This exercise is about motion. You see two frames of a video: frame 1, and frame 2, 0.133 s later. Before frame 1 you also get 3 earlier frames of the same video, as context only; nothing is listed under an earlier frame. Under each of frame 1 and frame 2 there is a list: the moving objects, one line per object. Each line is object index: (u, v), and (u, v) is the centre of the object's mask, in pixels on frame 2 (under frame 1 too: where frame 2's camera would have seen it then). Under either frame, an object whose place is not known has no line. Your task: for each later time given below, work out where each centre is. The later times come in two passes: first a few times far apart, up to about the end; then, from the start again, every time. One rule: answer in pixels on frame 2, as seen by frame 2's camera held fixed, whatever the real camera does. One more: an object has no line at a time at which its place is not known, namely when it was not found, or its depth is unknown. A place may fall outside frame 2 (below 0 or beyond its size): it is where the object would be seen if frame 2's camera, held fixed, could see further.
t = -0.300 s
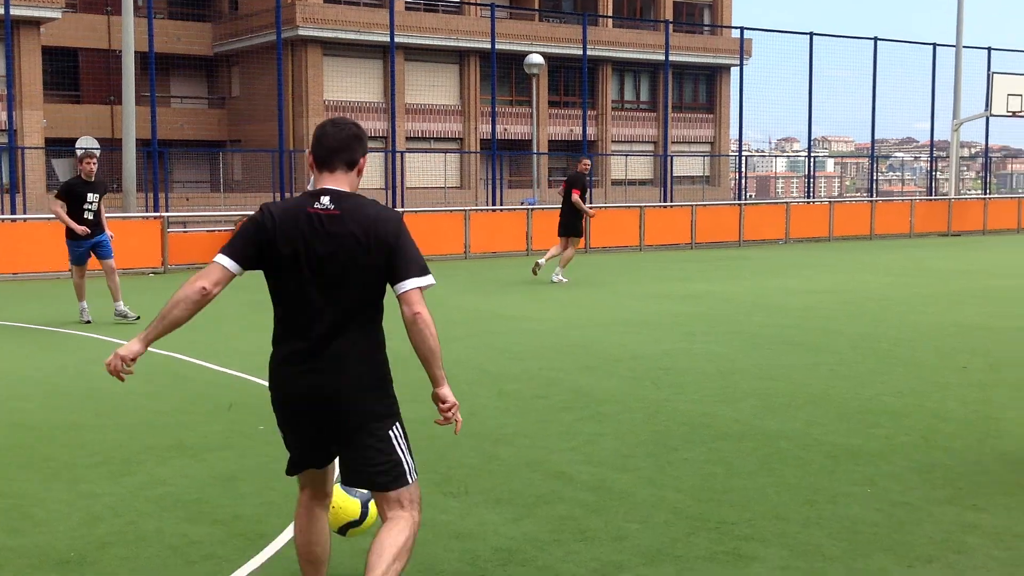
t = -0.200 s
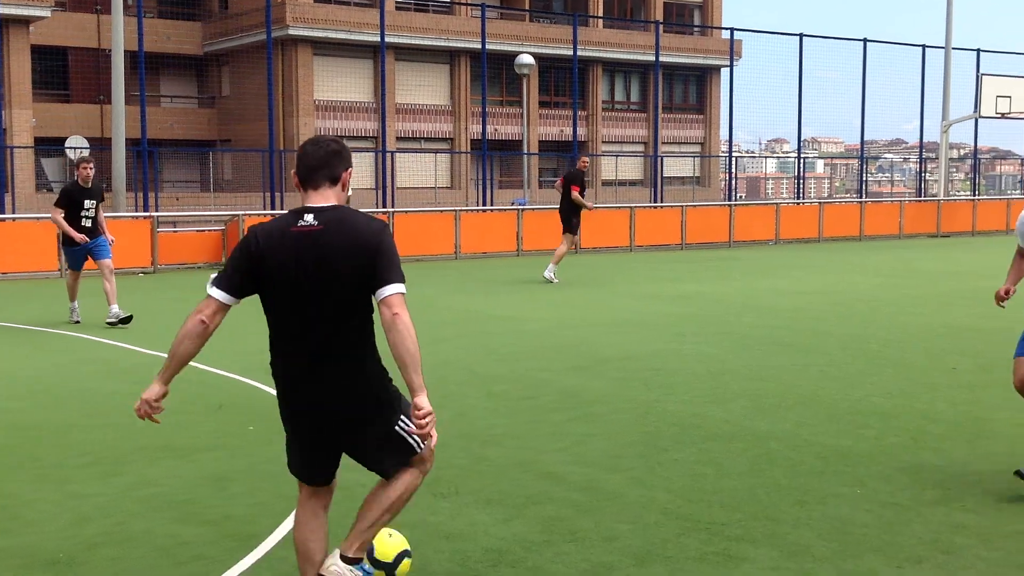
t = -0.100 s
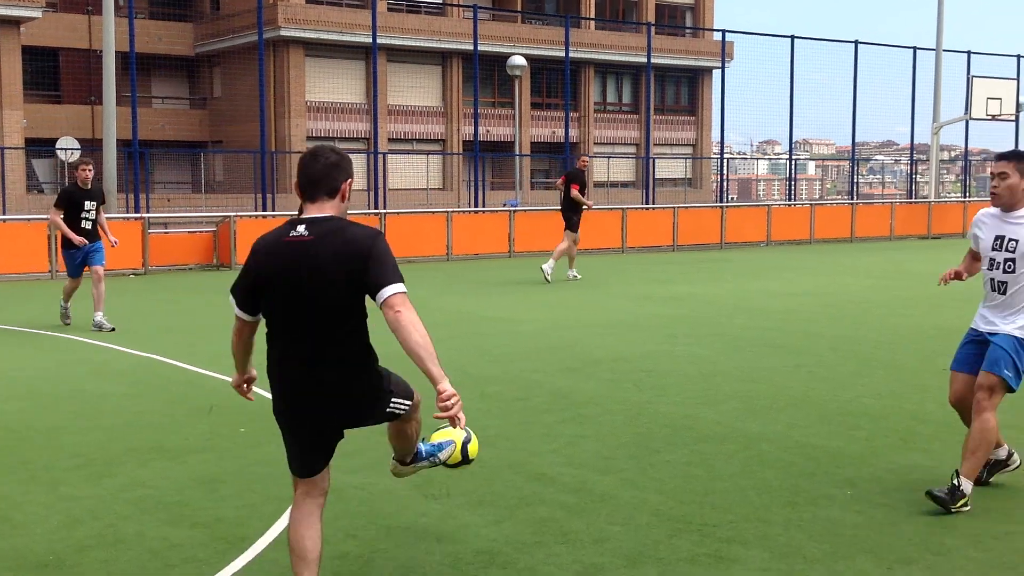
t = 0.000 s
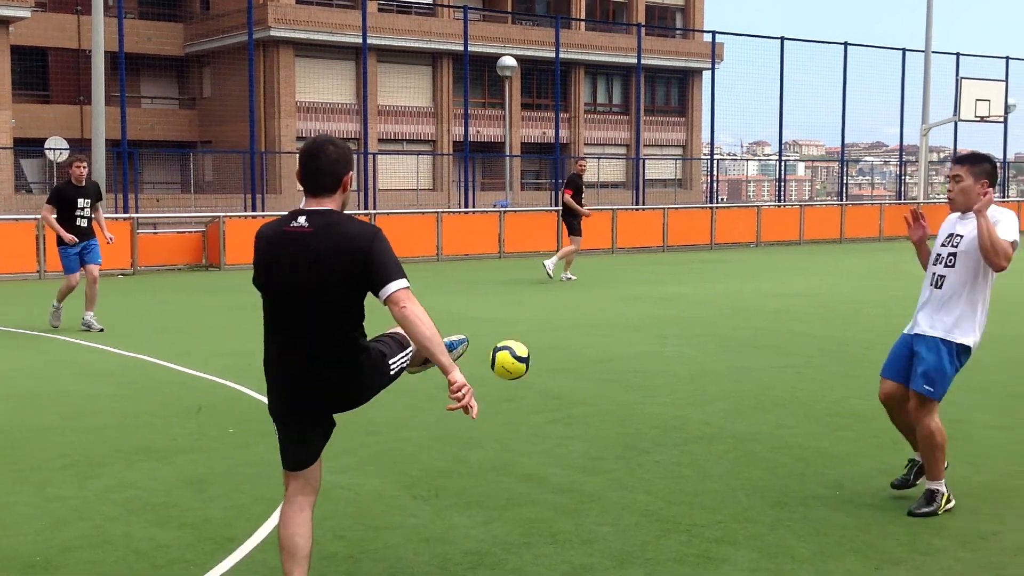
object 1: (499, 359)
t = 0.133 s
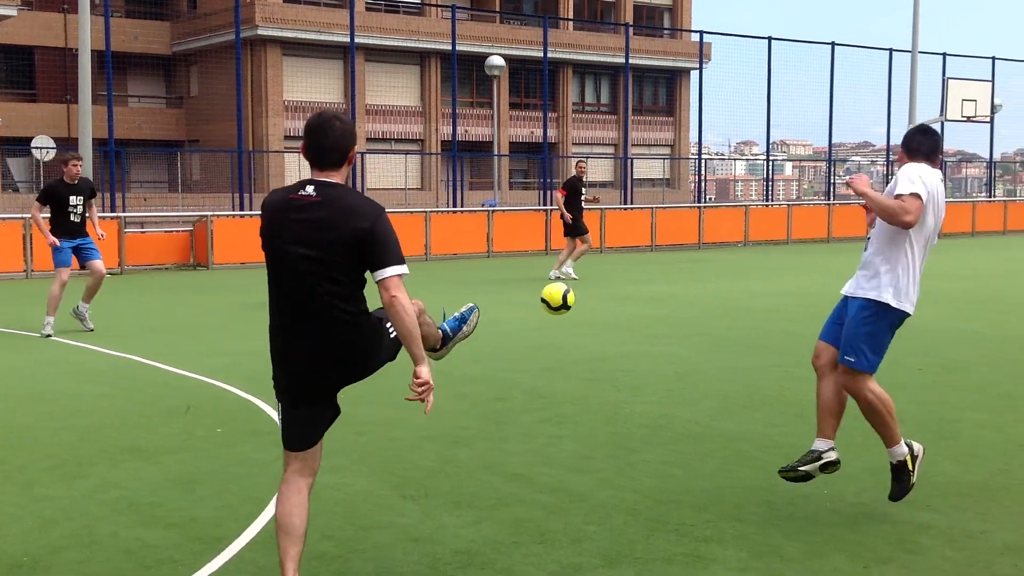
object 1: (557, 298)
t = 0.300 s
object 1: (606, 276)
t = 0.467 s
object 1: (638, 288)
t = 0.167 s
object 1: (569, 290)
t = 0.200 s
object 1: (580, 285)
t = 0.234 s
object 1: (590, 280)
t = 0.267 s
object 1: (598, 278)
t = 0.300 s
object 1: (606, 276)
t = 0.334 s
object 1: (613, 276)
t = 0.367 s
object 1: (620, 278)
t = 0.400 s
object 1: (626, 280)
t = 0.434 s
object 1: (632, 284)
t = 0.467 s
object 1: (638, 288)
